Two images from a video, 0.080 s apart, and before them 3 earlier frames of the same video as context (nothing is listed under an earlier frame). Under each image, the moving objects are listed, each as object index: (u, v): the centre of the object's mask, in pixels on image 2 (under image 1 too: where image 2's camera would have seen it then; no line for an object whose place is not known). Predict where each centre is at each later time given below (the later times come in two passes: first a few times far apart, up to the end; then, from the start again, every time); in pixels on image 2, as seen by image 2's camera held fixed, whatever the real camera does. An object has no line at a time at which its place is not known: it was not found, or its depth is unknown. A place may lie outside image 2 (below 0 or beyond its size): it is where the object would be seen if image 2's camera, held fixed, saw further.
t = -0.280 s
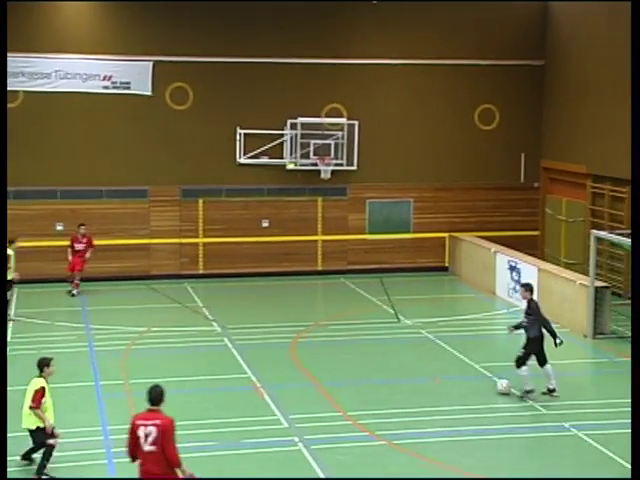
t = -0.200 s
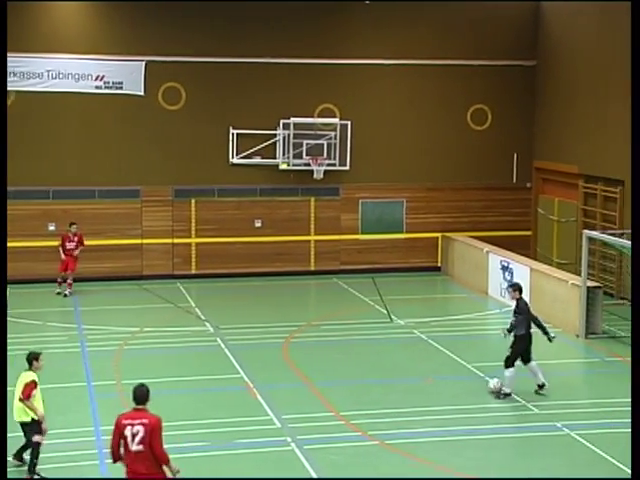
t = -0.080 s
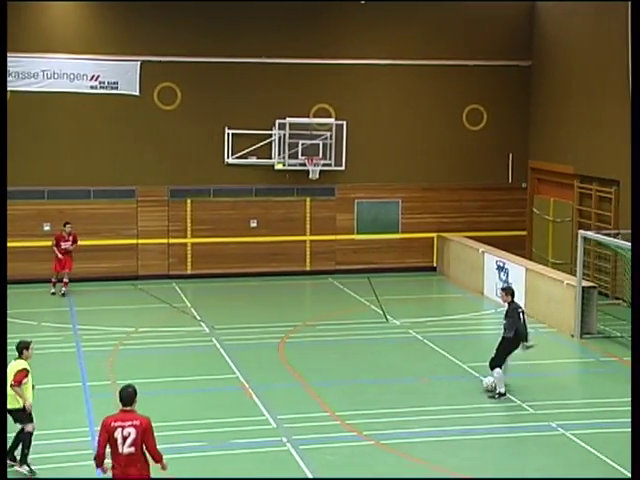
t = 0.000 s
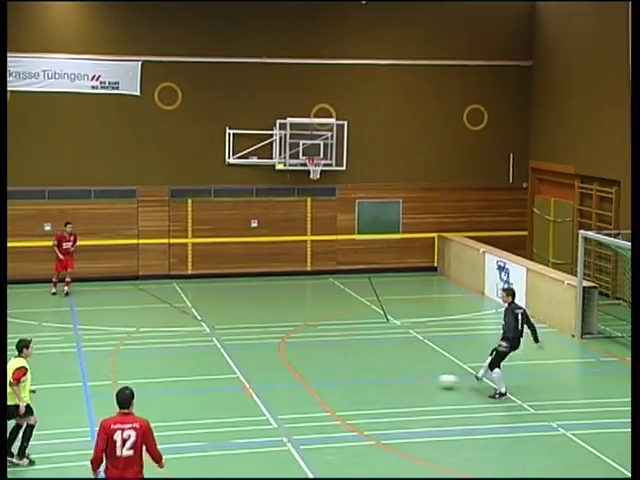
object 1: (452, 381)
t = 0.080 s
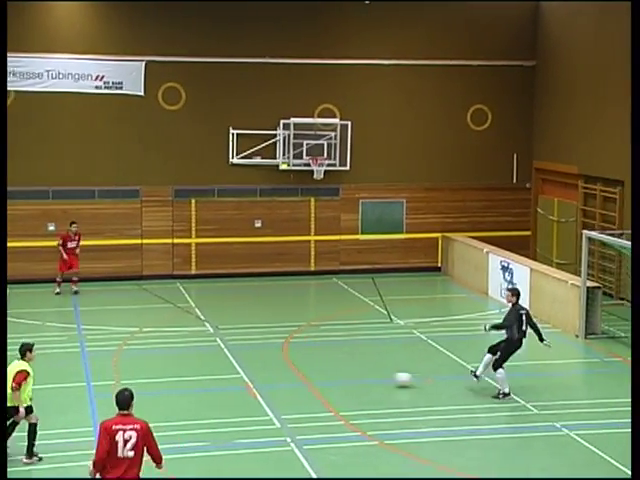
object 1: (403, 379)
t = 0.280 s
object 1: (294, 375)
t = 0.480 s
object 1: (199, 371)
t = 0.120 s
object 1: (379, 379)
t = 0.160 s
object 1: (356, 378)
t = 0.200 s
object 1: (334, 377)
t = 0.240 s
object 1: (314, 376)
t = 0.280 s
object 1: (294, 375)
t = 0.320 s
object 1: (273, 375)
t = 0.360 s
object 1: (253, 373)
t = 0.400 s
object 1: (234, 373)
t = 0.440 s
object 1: (216, 372)
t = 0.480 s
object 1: (199, 371)
